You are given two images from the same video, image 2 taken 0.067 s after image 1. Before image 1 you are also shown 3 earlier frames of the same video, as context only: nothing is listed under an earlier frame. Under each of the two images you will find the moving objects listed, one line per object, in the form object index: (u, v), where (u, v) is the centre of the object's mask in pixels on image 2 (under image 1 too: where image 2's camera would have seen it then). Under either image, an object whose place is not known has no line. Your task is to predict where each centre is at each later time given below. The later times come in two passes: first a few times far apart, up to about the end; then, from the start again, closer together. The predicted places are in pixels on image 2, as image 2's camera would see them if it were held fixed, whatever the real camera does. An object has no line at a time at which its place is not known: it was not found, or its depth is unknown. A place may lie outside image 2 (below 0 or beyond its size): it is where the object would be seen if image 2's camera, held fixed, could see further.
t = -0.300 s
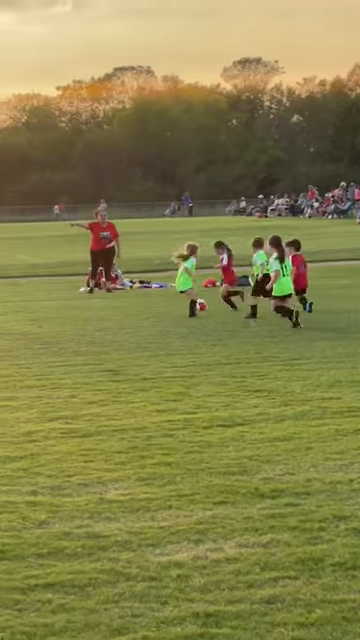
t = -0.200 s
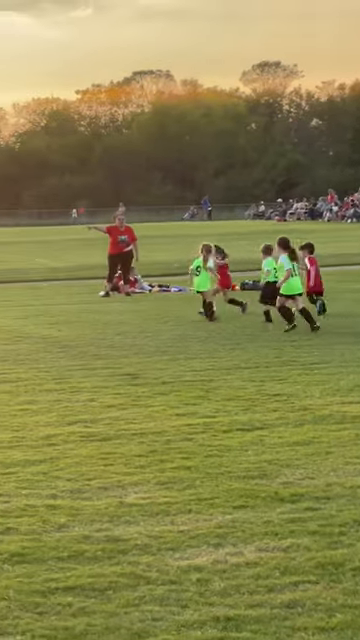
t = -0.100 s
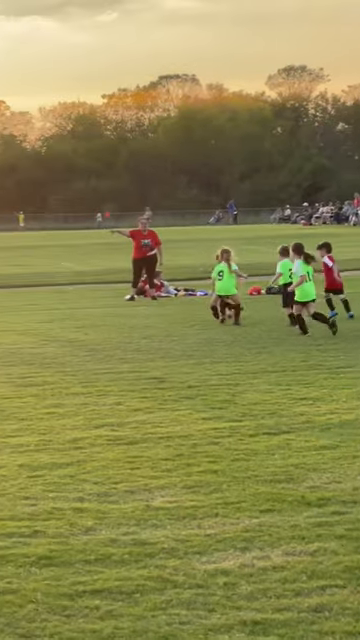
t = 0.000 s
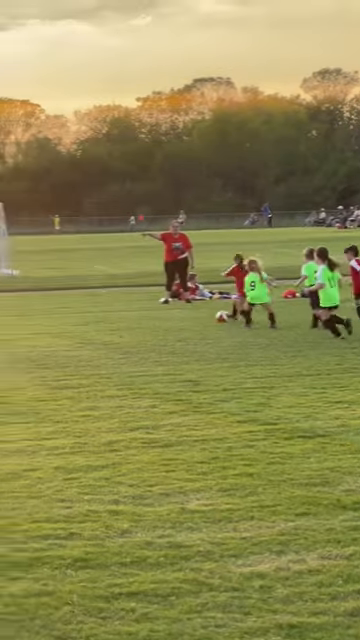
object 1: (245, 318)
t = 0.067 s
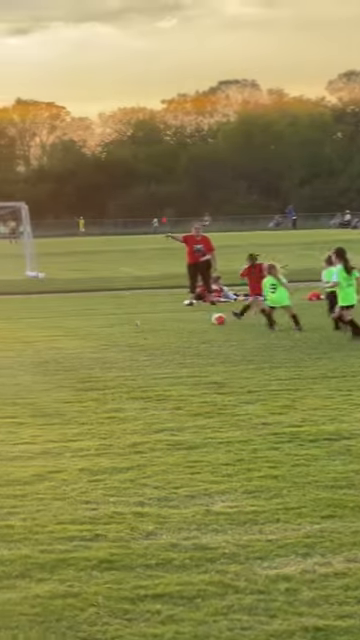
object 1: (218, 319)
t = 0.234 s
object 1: (153, 322)
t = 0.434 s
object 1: (89, 324)
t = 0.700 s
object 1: (16, 325)
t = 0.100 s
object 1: (205, 319)
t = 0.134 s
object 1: (191, 320)
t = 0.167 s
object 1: (178, 320)
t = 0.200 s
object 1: (165, 322)
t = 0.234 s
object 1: (153, 322)
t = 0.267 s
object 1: (142, 322)
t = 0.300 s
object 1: (131, 321)
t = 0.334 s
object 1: (120, 322)
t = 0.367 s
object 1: (109, 322)
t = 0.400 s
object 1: (99, 324)
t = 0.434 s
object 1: (89, 324)
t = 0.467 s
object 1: (80, 324)
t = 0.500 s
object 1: (70, 323)
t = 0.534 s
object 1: (60, 323)
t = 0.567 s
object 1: (51, 325)
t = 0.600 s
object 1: (41, 325)
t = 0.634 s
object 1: (33, 325)
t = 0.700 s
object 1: (16, 325)
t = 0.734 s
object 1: (7, 325)
